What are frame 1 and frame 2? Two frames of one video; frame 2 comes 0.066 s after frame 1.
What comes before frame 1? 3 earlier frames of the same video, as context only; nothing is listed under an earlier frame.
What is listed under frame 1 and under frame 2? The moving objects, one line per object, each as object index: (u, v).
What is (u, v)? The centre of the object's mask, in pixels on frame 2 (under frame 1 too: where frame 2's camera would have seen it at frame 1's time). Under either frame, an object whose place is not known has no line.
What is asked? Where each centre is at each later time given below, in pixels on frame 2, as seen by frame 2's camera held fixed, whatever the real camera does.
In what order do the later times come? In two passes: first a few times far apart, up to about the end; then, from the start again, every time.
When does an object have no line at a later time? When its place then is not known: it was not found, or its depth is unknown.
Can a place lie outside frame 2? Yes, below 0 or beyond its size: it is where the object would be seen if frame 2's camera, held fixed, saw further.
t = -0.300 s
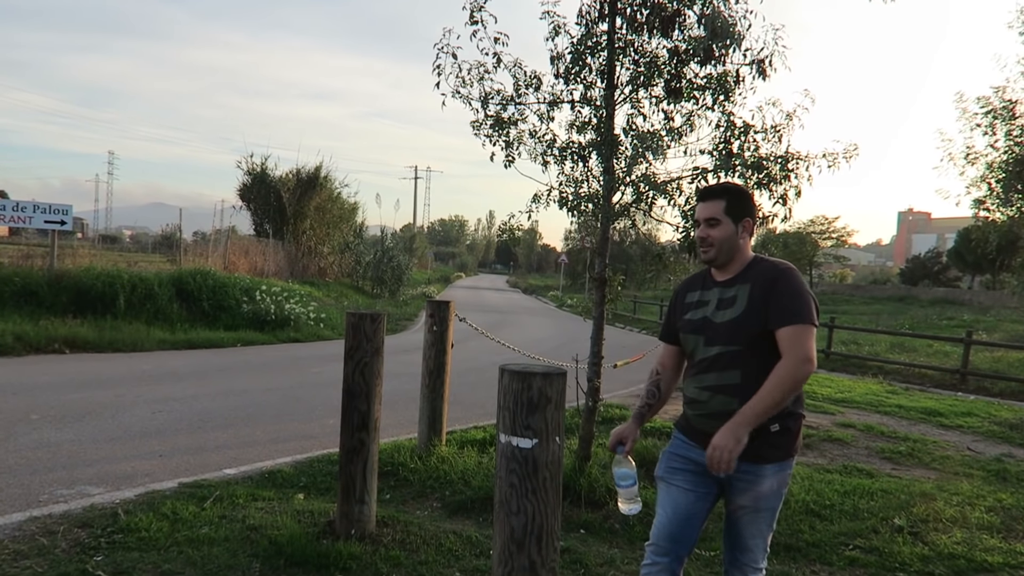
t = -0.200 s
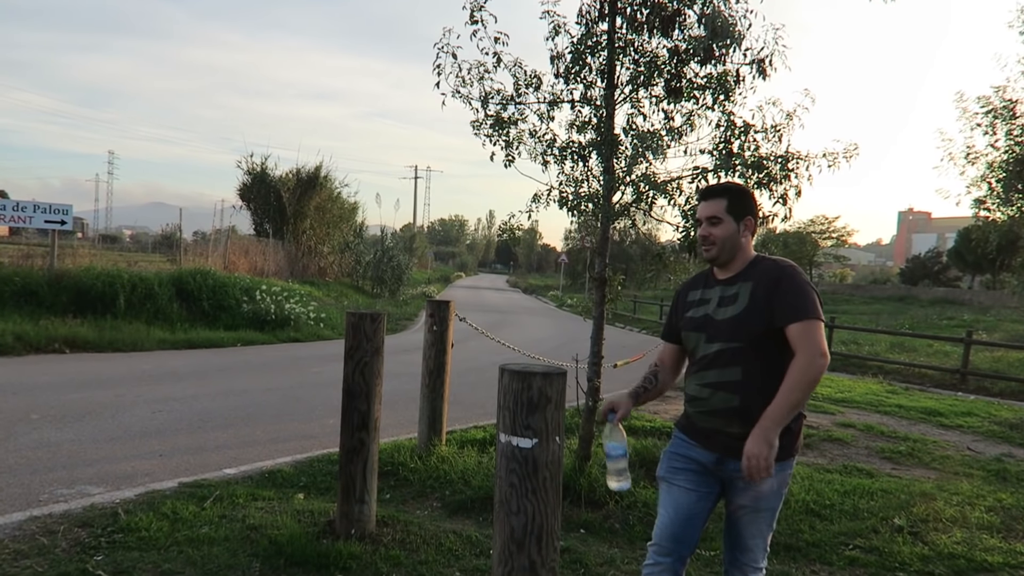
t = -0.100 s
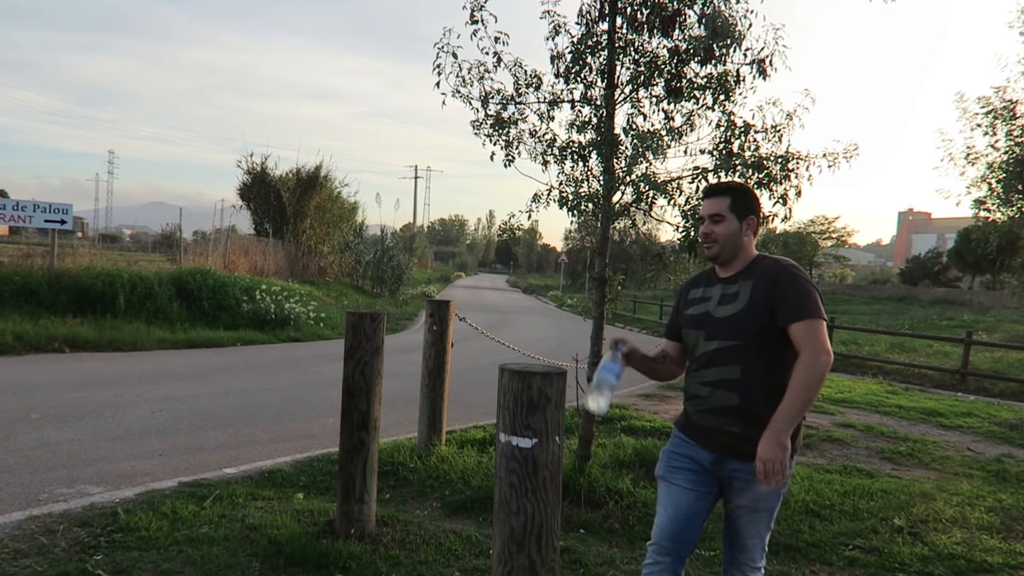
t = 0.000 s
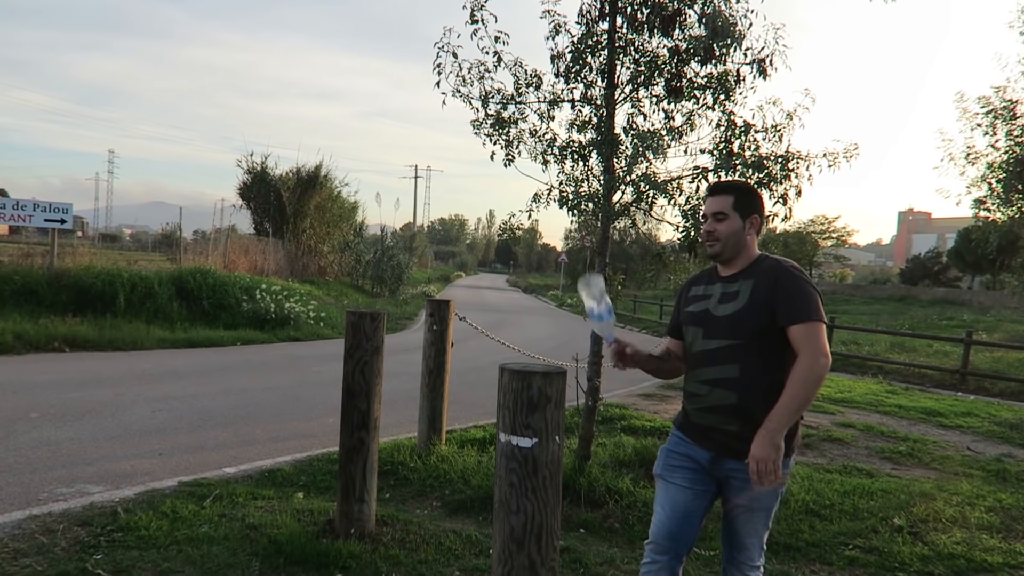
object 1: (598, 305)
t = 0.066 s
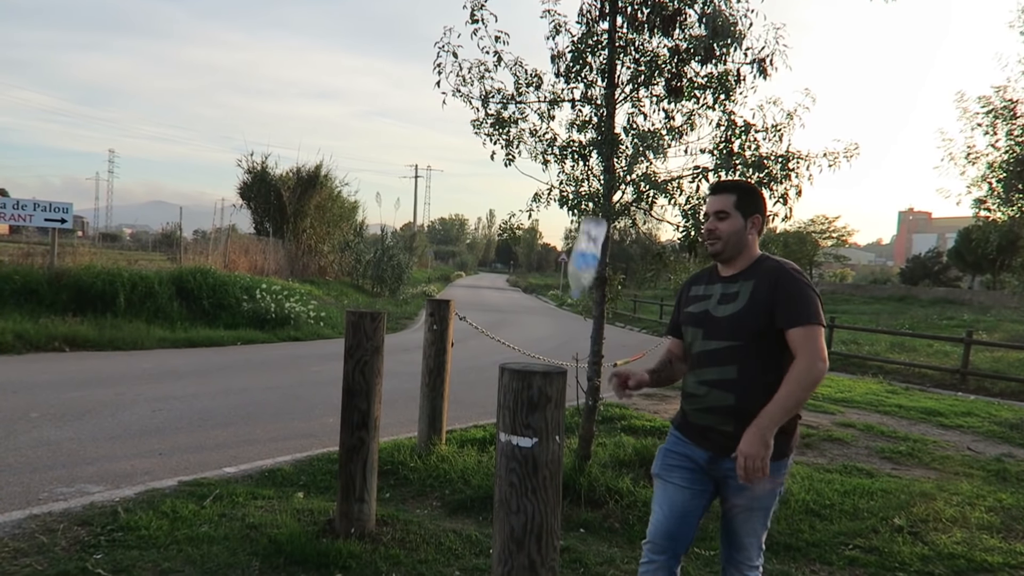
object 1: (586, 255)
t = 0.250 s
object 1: (572, 156)
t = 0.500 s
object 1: (548, 214)
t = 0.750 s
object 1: (533, 325)
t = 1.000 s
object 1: (525, 325)
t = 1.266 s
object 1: (528, 326)
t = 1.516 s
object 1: (528, 326)
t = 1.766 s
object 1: (527, 327)
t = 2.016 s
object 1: (526, 327)
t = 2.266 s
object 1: (526, 327)
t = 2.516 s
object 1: (525, 327)
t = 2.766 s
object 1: (525, 328)
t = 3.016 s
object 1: (525, 328)
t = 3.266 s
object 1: (526, 328)
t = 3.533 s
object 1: (526, 328)
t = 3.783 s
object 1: (526, 328)
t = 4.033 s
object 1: (526, 328)
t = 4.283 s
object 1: (526, 328)
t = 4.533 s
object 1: (526, 327)
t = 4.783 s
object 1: (527, 328)
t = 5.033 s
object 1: (526, 328)
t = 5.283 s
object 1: (526, 329)
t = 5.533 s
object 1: (526, 328)
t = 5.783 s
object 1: (526, 328)
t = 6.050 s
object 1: (526, 328)
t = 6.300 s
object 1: (527, 328)
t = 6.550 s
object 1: (527, 328)
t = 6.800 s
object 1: (527, 329)
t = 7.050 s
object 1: (526, 329)
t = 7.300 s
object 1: (526, 329)
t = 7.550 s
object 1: (527, 328)
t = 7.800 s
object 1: (527, 328)
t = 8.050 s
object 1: (527, 328)
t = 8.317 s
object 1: (527, 328)
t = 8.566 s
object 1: (527, 328)
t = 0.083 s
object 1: (583, 241)
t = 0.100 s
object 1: (582, 228)
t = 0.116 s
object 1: (581, 216)
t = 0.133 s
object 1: (580, 204)
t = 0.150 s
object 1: (580, 194)
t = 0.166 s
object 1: (578, 186)
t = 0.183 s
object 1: (577, 177)
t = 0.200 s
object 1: (576, 170)
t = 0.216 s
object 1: (575, 165)
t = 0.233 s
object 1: (574, 160)
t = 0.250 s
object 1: (572, 156)
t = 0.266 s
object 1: (571, 153)
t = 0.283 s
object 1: (569, 151)
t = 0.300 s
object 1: (568, 149)
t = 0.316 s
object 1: (566, 149)
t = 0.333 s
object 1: (564, 150)
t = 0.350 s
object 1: (563, 151)
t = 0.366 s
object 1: (561, 153)
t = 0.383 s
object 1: (560, 157)
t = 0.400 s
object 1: (558, 162)
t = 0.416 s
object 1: (557, 168)
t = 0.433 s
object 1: (555, 175)
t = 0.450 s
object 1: (553, 182)
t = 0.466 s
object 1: (552, 191)
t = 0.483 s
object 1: (550, 202)
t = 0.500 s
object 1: (548, 214)
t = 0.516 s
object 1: (546, 228)
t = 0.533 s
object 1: (544, 242)
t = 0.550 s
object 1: (542, 256)
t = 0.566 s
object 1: (540, 271)
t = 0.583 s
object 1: (537, 287)
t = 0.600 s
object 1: (536, 305)
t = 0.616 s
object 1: (533, 324)
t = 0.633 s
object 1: (532, 325)
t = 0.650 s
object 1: (533, 325)
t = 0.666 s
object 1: (533, 325)
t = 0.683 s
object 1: (533, 325)
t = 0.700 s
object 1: (533, 325)
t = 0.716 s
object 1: (533, 325)
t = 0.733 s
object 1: (533, 325)
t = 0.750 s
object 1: (533, 325)
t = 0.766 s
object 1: (534, 325)
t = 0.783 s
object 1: (534, 325)
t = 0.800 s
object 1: (534, 325)
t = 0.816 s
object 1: (534, 326)
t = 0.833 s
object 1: (534, 326)
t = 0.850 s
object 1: (533, 326)
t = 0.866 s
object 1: (532, 326)
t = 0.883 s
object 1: (531, 326)
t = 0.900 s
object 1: (529, 326)
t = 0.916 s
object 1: (528, 326)
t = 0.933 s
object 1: (526, 326)
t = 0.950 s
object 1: (526, 326)
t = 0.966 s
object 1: (525, 325)
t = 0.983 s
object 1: (525, 325)
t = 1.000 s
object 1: (525, 325)
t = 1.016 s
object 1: (525, 325)
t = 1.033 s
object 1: (526, 326)
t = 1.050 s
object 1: (526, 326)
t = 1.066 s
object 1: (527, 326)
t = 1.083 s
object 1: (528, 326)
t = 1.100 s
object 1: (529, 326)
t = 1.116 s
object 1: (529, 326)
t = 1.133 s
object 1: (529, 326)
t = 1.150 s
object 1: (529, 326)
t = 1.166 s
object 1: (528, 326)
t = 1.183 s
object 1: (528, 326)
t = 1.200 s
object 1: (528, 326)
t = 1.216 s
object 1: (528, 326)
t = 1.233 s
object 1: (528, 326)
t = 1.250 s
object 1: (528, 326)
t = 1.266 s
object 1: (528, 326)
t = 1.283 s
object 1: (529, 326)
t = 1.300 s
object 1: (529, 326)
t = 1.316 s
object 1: (528, 326)
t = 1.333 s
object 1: (528, 326)
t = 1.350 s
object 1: (528, 326)
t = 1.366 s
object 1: (527, 326)
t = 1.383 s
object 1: (527, 326)
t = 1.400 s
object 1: (527, 327)
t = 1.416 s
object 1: (527, 326)
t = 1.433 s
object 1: (527, 326)
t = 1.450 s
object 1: (527, 326)
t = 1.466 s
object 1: (528, 327)
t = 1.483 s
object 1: (528, 327)
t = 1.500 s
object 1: (528, 326)
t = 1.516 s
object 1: (528, 326)
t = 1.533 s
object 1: (527, 326)
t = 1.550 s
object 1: (527, 326)
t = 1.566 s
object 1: (527, 326)
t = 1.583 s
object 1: (527, 326)
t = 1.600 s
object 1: (528, 327)
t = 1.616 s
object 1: (527, 327)
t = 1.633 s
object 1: (527, 326)
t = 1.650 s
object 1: (527, 326)
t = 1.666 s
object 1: (527, 327)
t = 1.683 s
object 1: (527, 327)
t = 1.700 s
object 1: (526, 326)
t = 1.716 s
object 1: (526, 327)
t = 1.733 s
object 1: (526, 326)
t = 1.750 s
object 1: (527, 327)
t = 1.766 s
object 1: (527, 327)
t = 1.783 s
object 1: (527, 327)
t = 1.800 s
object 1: (527, 327)
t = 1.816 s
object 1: (527, 327)
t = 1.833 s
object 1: (527, 327)
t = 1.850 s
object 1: (527, 327)
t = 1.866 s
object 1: (527, 327)
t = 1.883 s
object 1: (527, 327)
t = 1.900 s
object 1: (527, 327)
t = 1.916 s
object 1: (526, 327)
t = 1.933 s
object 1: (526, 327)
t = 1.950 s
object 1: (526, 327)
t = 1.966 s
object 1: (526, 327)
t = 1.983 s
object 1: (526, 327)
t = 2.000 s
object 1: (526, 327)
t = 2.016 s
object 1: (526, 327)
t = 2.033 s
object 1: (526, 327)
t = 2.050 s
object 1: (526, 327)
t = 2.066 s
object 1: (526, 327)
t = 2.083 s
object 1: (526, 327)
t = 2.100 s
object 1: (526, 327)
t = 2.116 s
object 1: (526, 327)
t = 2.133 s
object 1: (526, 327)
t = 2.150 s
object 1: (526, 327)
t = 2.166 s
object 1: (526, 327)
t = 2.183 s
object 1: (526, 327)
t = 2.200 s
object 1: (526, 327)
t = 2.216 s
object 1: (526, 327)
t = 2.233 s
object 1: (526, 327)
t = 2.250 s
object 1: (526, 327)
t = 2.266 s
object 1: (526, 327)
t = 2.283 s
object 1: (525, 327)
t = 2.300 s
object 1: (525, 327)
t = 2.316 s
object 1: (525, 327)
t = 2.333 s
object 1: (525, 327)
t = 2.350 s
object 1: (525, 327)
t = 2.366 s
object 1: (525, 327)
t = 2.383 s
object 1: (525, 327)
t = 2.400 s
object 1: (525, 327)
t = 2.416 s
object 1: (525, 327)
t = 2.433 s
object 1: (525, 327)
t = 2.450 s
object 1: (525, 328)
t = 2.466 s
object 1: (525, 327)
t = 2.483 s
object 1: (525, 327)
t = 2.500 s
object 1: (525, 327)
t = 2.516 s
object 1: (525, 327)
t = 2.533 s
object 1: (525, 328)
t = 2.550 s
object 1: (525, 327)
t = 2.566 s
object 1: (525, 328)
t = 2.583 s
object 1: (525, 327)
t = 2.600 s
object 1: (525, 327)
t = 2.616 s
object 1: (525, 328)
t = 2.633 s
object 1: (525, 327)
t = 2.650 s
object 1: (525, 328)
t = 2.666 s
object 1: (525, 328)
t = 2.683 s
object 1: (525, 328)
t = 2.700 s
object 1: (525, 328)
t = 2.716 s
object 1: (525, 328)
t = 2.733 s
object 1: (525, 328)
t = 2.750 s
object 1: (525, 328)
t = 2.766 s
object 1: (525, 328)
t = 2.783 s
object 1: (525, 328)
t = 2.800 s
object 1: (525, 328)
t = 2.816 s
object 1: (525, 328)
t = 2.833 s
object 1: (525, 328)
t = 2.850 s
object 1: (525, 328)
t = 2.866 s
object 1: (525, 328)
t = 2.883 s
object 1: (525, 328)
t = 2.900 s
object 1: (525, 328)
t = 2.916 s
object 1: (525, 328)
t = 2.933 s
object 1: (525, 328)
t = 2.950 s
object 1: (525, 328)
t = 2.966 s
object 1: (525, 328)
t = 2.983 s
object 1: (525, 328)
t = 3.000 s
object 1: (525, 328)
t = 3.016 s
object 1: (525, 328)
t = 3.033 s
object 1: (525, 328)
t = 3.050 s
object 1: (525, 328)
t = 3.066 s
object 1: (525, 328)
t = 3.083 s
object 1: (525, 328)
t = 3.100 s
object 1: (525, 328)
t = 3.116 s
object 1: (525, 328)
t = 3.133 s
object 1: (526, 328)
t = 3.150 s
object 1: (526, 328)
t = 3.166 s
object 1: (526, 328)
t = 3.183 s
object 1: (526, 328)
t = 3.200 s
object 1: (526, 328)
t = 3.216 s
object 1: (526, 328)
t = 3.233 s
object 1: (526, 328)
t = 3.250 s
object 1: (526, 328)
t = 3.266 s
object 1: (526, 328)
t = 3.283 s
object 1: (526, 328)
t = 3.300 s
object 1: (526, 328)
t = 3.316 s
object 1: (526, 328)
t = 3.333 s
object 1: (526, 328)
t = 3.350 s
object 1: (526, 328)
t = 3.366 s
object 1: (526, 328)
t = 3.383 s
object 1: (526, 328)
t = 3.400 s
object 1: (526, 328)
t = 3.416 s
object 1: (526, 328)
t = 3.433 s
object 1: (526, 328)
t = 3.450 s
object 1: (526, 328)
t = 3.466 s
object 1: (526, 328)
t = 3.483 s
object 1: (526, 328)
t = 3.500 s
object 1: (526, 328)
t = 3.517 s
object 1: (526, 328)
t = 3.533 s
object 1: (526, 328)
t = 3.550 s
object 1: (526, 328)
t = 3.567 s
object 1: (526, 328)
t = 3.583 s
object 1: (526, 328)
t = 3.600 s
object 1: (526, 328)
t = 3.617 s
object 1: (526, 328)
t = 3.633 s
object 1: (526, 328)
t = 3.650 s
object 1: (526, 328)
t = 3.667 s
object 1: (526, 328)
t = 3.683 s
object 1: (526, 328)
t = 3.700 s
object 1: (526, 328)
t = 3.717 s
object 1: (526, 328)
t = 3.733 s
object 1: (526, 328)
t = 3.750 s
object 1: (526, 328)
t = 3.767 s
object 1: (526, 328)
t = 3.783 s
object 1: (526, 328)
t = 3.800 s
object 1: (526, 328)
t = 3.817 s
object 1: (526, 328)
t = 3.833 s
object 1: (526, 328)
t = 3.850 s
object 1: (526, 328)
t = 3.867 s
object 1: (526, 328)
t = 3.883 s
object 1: (526, 328)
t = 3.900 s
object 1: (526, 328)
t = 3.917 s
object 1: (526, 328)
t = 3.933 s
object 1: (526, 328)
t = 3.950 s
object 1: (526, 328)
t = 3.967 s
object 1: (526, 328)
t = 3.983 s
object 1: (526, 328)
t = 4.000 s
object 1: (526, 328)
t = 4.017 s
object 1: (526, 328)
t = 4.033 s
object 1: (526, 328)
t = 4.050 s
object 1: (526, 328)
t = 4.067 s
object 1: (526, 328)
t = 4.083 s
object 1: (526, 328)
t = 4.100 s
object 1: (526, 328)
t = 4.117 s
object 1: (526, 328)
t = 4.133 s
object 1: (526, 328)
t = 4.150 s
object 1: (526, 327)
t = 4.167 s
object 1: (526, 327)
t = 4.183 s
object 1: (526, 327)
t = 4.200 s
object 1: (526, 327)
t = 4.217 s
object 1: (526, 327)
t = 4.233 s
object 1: (526, 327)
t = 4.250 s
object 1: (526, 328)
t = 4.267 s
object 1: (526, 328)
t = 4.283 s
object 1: (526, 328)
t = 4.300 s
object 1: (526, 328)
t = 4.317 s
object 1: (526, 328)
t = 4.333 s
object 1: (526, 328)
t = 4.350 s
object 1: (526, 328)
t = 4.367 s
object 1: (526, 327)
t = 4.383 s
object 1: (526, 328)
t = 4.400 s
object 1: (526, 327)
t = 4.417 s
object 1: (526, 328)
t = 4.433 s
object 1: (526, 328)
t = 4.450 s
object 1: (526, 328)
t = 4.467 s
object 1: (526, 327)
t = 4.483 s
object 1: (526, 327)
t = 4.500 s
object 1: (526, 327)
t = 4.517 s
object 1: (526, 327)
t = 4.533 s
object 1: (526, 327)
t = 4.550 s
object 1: (526, 328)
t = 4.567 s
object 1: (526, 328)
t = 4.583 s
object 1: (526, 328)
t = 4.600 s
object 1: (526, 328)
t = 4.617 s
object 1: (527, 328)
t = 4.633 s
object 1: (527, 328)
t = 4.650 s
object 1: (527, 328)
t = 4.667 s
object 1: (527, 328)
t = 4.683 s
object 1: (527, 328)
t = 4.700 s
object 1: (527, 328)
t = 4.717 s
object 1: (527, 328)
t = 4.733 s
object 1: (527, 328)
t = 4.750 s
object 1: (527, 328)
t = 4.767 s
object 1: (526, 328)
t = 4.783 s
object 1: (527, 328)
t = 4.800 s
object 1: (526, 328)
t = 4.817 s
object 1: (526, 328)
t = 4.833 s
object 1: (526, 328)
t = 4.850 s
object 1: (526, 328)
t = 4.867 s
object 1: (526, 328)
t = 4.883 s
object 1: (526, 328)
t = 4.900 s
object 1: (526, 328)
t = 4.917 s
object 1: (526, 328)
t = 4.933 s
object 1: (526, 328)
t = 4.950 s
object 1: (527, 328)
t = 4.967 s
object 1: (526, 328)
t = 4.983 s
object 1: (526, 328)
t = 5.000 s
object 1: (526, 328)
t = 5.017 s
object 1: (526, 328)
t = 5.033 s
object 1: (526, 328)
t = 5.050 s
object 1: (526, 328)
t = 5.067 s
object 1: (526, 328)
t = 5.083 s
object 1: (526, 328)
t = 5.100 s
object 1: (526, 328)
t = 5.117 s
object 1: (526, 328)
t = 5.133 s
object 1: (526, 328)
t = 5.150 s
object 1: (526, 328)
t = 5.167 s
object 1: (526, 328)
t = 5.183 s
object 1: (526, 329)
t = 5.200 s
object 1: (526, 328)
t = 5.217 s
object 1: (526, 329)
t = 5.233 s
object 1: (526, 328)
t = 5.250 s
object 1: (526, 329)
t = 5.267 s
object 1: (526, 329)
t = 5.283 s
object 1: (526, 329)
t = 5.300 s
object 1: (526, 329)
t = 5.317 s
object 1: (526, 329)
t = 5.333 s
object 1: (526, 329)
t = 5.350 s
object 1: (526, 329)
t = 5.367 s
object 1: (526, 328)
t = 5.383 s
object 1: (526, 329)
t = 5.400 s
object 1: (526, 329)
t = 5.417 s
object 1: (526, 328)
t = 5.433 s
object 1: (526, 329)
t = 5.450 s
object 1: (526, 328)
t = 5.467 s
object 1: (526, 328)
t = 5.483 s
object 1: (526, 328)
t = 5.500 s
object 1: (526, 328)
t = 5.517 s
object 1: (527, 329)
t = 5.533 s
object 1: (526, 328)
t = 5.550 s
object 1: (526, 328)
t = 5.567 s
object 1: (526, 328)
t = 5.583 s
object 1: (526, 328)
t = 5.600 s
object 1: (526, 328)
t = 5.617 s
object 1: (526, 328)
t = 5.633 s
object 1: (526, 328)
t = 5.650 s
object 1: (526, 328)
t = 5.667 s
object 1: (526, 328)
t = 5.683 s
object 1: (526, 328)
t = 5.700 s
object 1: (526, 328)
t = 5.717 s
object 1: (526, 328)
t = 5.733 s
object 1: (526, 328)
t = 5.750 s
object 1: (526, 328)
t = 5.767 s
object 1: (526, 328)
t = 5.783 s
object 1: (526, 328)
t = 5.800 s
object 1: (526, 328)
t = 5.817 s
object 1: (526, 328)
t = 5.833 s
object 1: (526, 328)
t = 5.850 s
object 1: (526, 328)
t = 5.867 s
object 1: (526, 328)
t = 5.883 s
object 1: (526, 328)
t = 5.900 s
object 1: (526, 328)
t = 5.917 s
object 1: (526, 328)
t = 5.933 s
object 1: (526, 328)
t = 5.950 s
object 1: (526, 328)
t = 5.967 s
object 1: (526, 328)
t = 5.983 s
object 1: (526, 328)
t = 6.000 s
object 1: (526, 328)
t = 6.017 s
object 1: (526, 328)
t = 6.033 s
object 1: (526, 328)
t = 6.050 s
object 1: (526, 328)
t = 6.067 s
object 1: (527, 328)
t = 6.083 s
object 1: (526, 328)
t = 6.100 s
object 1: (527, 328)
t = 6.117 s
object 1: (527, 328)
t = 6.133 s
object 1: (526, 328)
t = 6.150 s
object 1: (527, 328)
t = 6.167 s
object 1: (527, 328)
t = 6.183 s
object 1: (527, 328)
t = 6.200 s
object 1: (527, 328)
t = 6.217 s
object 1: (527, 328)
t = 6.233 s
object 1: (527, 328)
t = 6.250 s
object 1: (527, 328)
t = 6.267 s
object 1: (527, 328)
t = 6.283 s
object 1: (527, 328)
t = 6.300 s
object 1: (527, 328)
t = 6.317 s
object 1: (527, 328)
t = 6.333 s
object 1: (526, 328)
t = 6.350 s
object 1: (527, 328)
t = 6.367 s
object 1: (527, 328)
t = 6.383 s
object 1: (527, 328)
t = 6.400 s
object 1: (527, 328)
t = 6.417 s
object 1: (527, 328)
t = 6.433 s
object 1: (527, 328)
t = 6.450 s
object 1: (527, 328)
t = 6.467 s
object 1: (527, 328)
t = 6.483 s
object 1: (527, 328)
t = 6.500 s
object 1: (527, 328)
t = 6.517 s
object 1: (527, 328)
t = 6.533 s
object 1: (527, 328)
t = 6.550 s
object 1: (527, 328)
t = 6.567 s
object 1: (527, 328)
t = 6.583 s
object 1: (527, 328)
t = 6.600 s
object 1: (527, 328)
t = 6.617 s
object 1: (527, 328)
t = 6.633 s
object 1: (527, 328)
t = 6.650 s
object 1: (527, 328)
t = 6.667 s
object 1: (527, 328)
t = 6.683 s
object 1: (527, 329)
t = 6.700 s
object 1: (527, 329)
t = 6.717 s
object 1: (527, 329)
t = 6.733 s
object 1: (527, 329)
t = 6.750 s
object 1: (527, 329)
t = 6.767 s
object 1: (527, 329)
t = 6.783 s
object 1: (527, 329)
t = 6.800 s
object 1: (527, 329)
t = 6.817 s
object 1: (527, 329)
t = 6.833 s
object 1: (527, 329)
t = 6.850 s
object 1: (526, 329)
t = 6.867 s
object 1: (527, 329)
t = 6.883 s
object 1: (527, 329)
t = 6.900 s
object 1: (527, 329)
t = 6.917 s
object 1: (527, 329)
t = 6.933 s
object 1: (527, 329)
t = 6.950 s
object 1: (527, 329)
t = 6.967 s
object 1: (527, 329)
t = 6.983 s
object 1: (527, 329)
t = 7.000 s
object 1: (527, 329)
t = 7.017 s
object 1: (526, 329)
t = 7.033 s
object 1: (526, 329)
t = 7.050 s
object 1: (526, 329)
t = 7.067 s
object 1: (526, 329)
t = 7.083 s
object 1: (526, 329)
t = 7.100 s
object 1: (526, 329)
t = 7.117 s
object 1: (526, 329)
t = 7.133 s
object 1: (526, 329)
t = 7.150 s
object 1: (526, 329)
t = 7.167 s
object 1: (526, 328)
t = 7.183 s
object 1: (526, 328)
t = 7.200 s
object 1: (526, 328)
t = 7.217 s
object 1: (526, 328)
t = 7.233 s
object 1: (526, 329)
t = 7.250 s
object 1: (526, 329)
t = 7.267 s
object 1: (526, 329)
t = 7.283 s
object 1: (526, 329)
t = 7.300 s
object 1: (526, 329)
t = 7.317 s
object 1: (526, 329)
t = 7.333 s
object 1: (526, 329)
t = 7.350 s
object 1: (526, 329)
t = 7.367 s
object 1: (526, 329)
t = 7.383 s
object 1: (526, 329)
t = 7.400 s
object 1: (526, 329)
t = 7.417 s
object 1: (526, 329)
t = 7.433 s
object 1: (526, 329)
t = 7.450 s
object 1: (526, 329)
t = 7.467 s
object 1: (526, 329)
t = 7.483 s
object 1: (526, 328)
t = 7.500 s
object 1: (526, 328)
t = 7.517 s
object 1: (526, 328)
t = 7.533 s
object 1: (526, 329)
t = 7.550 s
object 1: (527, 328)
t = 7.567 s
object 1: (527, 328)
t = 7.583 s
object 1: (527, 328)
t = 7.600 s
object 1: (527, 328)
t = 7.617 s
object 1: (527, 328)
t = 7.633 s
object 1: (527, 328)
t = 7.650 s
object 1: (527, 328)
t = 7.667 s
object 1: (527, 328)
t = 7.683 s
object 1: (527, 328)
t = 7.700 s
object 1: (527, 328)
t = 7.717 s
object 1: (527, 328)
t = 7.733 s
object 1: (527, 328)
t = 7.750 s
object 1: (527, 328)
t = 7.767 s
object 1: (527, 328)
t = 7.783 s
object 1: (527, 328)
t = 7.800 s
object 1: (527, 328)
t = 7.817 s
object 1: (526, 328)
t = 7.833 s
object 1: (527, 328)
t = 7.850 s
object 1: (527, 328)
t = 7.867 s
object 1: (527, 328)
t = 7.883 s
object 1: (527, 328)
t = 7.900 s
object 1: (527, 328)
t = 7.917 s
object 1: (527, 328)
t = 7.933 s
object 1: (527, 328)
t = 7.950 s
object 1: (527, 328)
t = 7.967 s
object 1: (527, 328)
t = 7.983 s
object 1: (527, 328)
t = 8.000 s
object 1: (527, 328)
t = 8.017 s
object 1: (527, 328)
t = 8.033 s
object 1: (527, 328)
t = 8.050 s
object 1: (527, 328)
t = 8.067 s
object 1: (527, 328)
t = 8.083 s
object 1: (527, 328)
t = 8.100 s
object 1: (527, 328)
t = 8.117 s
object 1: (527, 328)
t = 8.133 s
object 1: (527, 328)
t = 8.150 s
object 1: (527, 328)
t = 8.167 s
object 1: (527, 328)
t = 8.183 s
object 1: (527, 328)
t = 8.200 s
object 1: (527, 328)
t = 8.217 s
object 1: (527, 328)
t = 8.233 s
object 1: (527, 328)
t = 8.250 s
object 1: (527, 328)
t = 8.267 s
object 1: (527, 328)
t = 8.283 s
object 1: (527, 328)
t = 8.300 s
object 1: (527, 328)
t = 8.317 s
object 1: (527, 328)
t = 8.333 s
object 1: (527, 328)
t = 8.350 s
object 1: (527, 328)
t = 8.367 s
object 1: (527, 328)
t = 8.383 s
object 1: (527, 328)
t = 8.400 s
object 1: (527, 328)
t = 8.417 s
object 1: (527, 328)
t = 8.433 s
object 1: (527, 328)
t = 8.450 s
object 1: (527, 328)
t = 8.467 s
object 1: (527, 328)
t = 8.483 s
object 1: (527, 328)
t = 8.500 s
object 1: (527, 328)
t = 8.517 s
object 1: (527, 328)
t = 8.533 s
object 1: (527, 328)
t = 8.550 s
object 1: (527, 328)
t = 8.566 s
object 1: (527, 328)
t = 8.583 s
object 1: (527, 328)
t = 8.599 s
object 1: (527, 328)
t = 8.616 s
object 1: (527, 328)
